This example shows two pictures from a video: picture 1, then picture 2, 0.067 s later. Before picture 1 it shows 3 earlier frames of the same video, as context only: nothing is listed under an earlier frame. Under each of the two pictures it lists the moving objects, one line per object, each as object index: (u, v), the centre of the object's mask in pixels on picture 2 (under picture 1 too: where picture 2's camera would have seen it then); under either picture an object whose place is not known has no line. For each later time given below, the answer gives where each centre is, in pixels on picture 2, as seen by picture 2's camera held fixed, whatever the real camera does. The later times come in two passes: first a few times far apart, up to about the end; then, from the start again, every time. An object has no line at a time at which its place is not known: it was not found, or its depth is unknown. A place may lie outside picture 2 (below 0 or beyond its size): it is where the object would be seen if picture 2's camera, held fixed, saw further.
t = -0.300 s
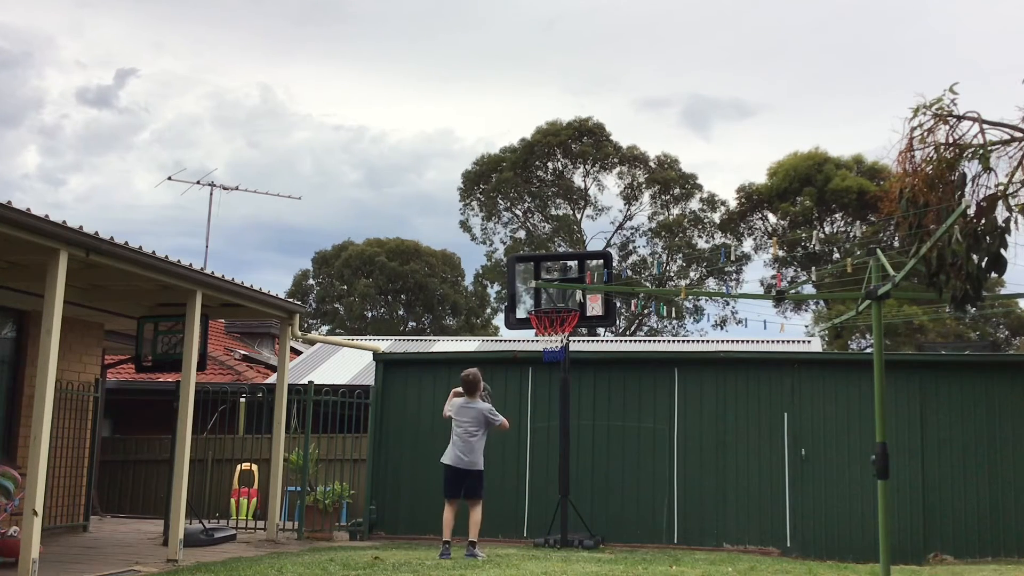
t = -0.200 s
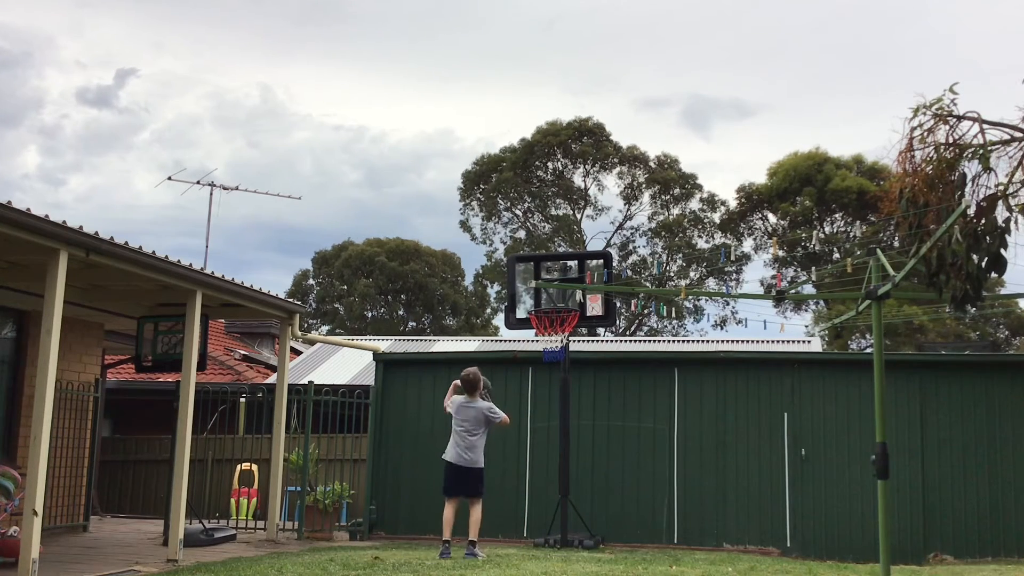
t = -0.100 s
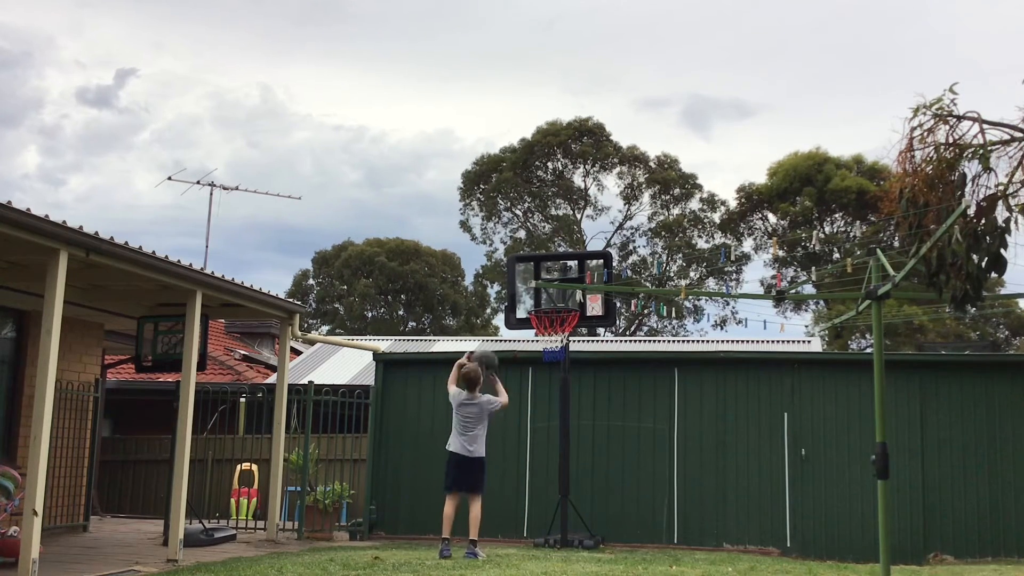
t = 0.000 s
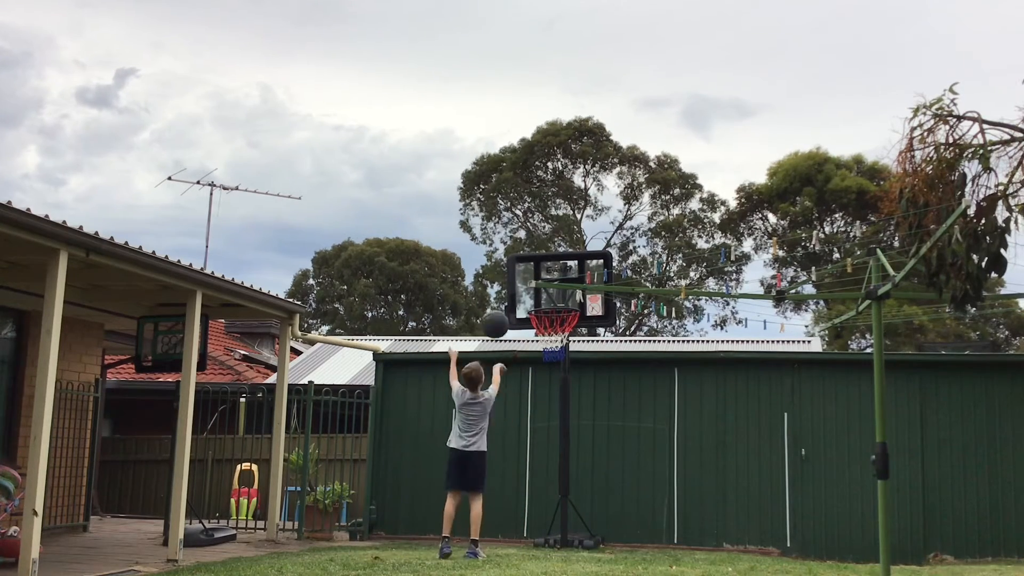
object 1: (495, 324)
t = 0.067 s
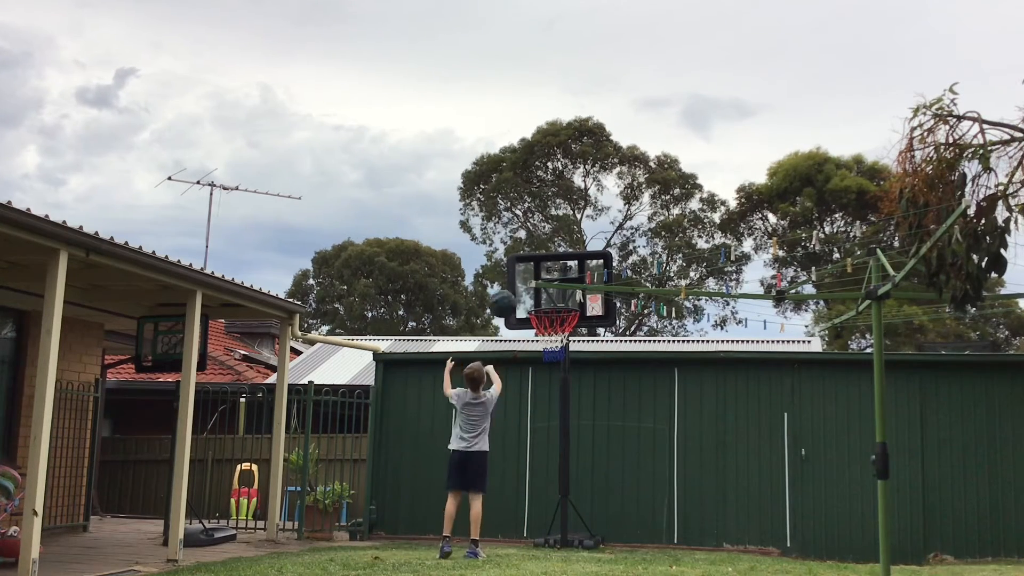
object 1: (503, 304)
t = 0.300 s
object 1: (526, 273)
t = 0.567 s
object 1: (549, 313)
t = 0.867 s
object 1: (559, 351)
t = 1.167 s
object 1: (565, 461)
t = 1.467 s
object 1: (568, 474)
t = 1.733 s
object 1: (572, 423)
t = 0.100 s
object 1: (506, 297)
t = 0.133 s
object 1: (509, 289)
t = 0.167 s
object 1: (512, 284)
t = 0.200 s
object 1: (515, 279)
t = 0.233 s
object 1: (520, 276)
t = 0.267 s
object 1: (523, 274)
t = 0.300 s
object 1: (526, 273)
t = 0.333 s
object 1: (528, 273)
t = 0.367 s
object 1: (530, 274)
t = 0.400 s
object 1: (533, 276)
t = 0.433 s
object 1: (538, 282)
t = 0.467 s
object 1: (541, 288)
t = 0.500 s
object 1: (543, 298)
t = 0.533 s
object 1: (546, 299)
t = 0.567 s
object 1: (549, 313)
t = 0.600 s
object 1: (551, 319)
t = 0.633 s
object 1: (553, 324)
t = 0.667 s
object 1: (555, 340)
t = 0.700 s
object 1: (554, 338)
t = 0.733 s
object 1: (557, 337)
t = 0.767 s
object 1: (558, 338)
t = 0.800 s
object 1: (559, 340)
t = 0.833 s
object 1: (559, 347)
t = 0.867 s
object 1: (559, 351)
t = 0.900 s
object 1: (561, 361)
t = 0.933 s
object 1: (561, 367)
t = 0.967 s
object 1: (561, 377)
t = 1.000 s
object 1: (562, 388)
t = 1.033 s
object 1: (563, 399)
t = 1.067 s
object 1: (563, 413)
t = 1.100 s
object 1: (564, 428)
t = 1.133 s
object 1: (565, 443)
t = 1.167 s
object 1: (565, 461)
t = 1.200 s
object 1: (565, 481)
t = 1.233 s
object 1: (566, 499)
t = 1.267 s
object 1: (566, 520)
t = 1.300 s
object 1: (567, 543)
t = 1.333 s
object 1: (567, 528)
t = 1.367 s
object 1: (567, 514)
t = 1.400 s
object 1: (568, 499)
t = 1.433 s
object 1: (568, 487)
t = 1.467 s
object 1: (568, 474)
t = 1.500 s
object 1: (569, 464)
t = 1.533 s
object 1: (570, 454)
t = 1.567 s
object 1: (570, 447)
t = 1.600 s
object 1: (571, 440)
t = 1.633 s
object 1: (571, 434)
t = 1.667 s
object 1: (572, 429)
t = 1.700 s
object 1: (572, 425)
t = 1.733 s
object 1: (572, 423)
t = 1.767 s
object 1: (572, 422)
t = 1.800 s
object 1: (572, 422)
